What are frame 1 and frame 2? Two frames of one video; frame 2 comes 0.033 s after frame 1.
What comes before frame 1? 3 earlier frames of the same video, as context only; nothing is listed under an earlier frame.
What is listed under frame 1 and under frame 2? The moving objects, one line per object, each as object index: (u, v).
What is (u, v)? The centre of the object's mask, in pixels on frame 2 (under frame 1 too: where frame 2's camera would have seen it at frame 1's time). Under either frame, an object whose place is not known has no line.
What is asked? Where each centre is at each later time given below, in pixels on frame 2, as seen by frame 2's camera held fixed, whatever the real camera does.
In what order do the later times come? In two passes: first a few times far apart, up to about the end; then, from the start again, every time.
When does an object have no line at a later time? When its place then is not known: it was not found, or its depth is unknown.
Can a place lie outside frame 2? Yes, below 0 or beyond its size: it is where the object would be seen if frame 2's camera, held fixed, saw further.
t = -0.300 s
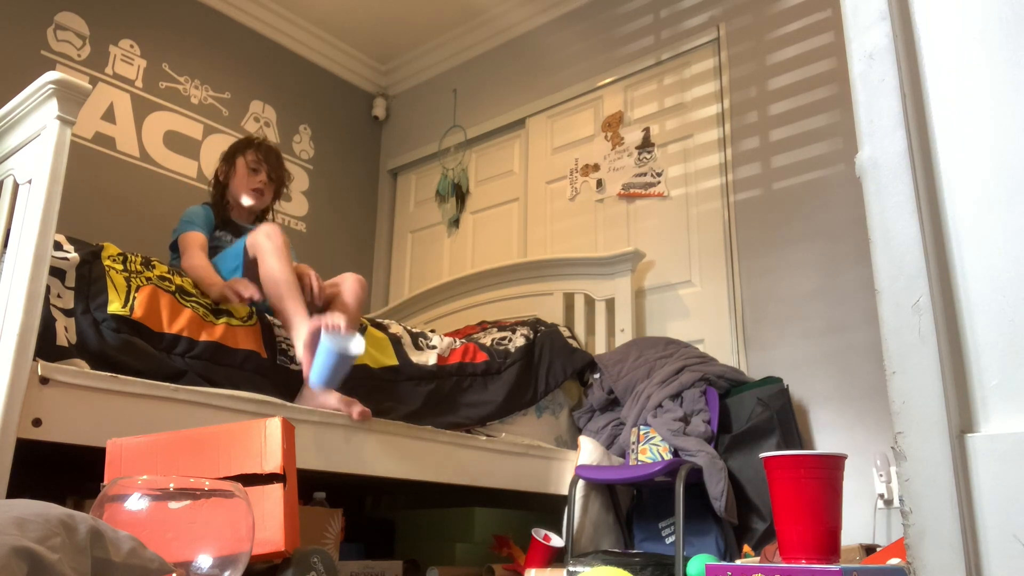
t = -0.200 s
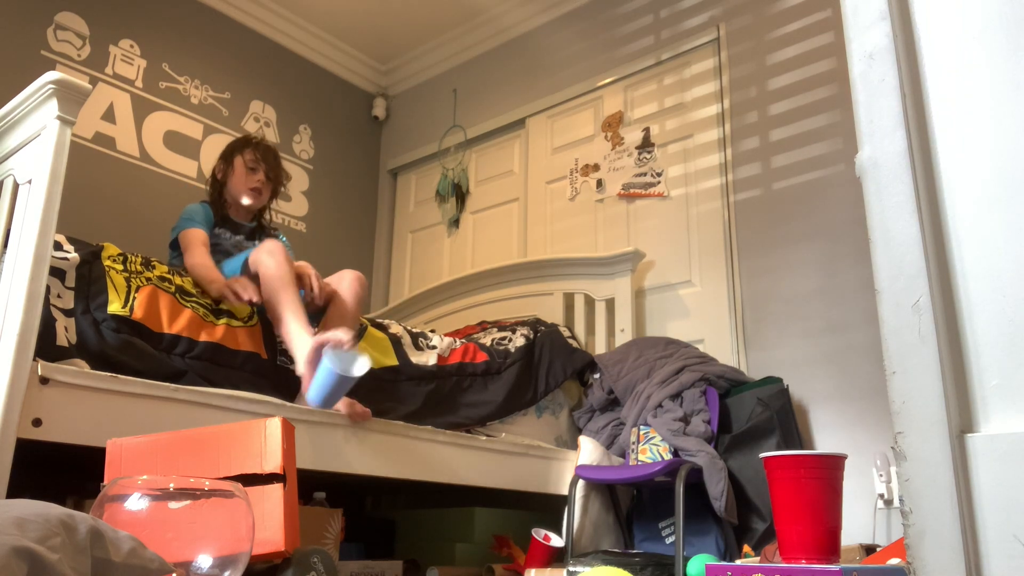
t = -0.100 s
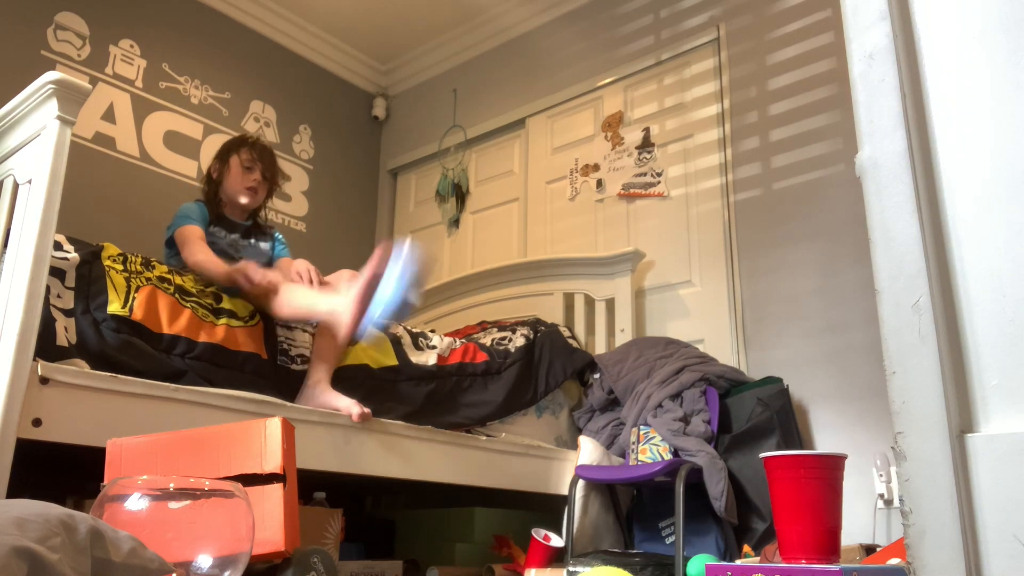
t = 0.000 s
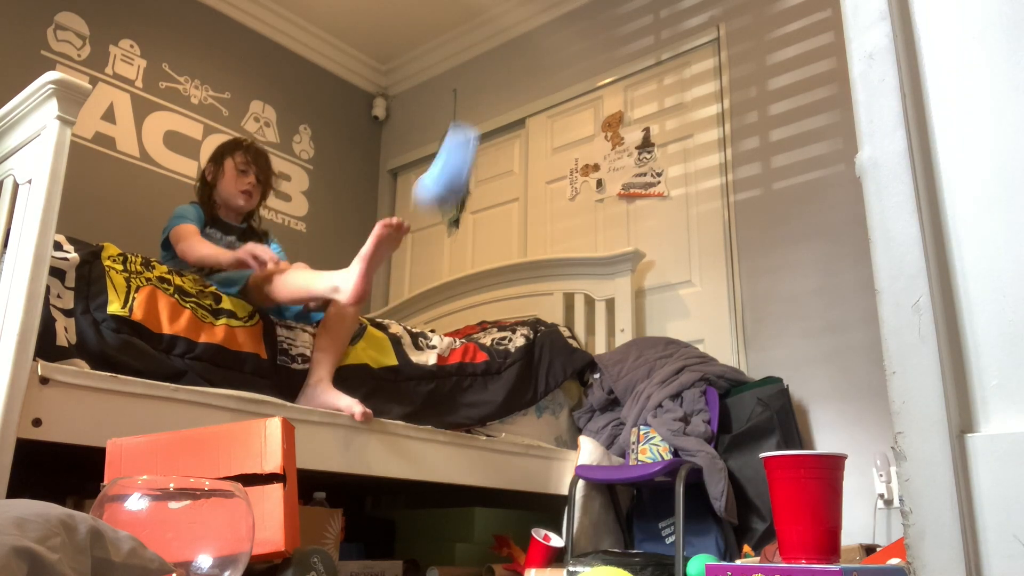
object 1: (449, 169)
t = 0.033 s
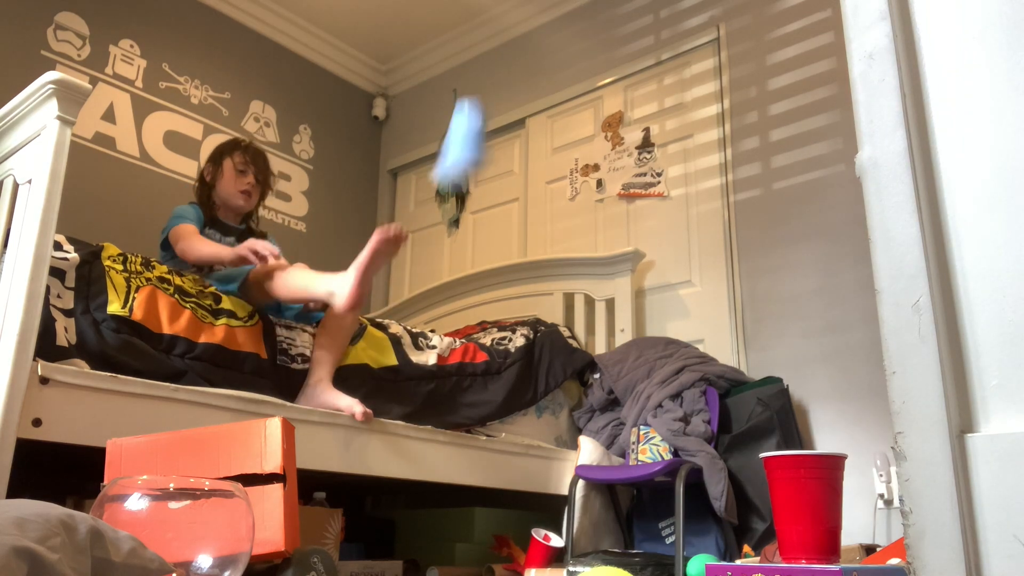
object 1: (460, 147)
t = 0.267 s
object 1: (569, 86)
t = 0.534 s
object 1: (699, 321)
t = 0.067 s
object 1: (479, 122)
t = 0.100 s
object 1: (498, 104)
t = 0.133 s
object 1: (515, 89)
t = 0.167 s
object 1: (526, 83)
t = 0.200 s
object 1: (541, 78)
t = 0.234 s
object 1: (555, 78)
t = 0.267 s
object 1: (569, 86)
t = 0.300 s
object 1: (585, 101)
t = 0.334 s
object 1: (603, 116)
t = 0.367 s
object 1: (620, 134)
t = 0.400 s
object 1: (637, 158)
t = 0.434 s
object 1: (654, 190)
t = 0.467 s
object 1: (672, 229)
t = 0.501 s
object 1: (683, 274)
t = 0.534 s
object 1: (699, 321)
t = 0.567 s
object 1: (725, 382)
